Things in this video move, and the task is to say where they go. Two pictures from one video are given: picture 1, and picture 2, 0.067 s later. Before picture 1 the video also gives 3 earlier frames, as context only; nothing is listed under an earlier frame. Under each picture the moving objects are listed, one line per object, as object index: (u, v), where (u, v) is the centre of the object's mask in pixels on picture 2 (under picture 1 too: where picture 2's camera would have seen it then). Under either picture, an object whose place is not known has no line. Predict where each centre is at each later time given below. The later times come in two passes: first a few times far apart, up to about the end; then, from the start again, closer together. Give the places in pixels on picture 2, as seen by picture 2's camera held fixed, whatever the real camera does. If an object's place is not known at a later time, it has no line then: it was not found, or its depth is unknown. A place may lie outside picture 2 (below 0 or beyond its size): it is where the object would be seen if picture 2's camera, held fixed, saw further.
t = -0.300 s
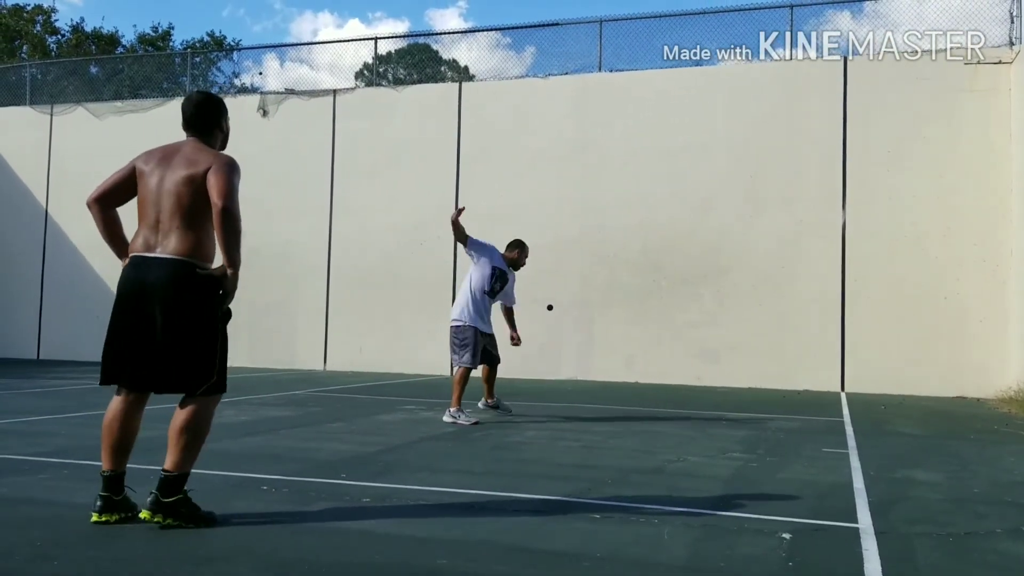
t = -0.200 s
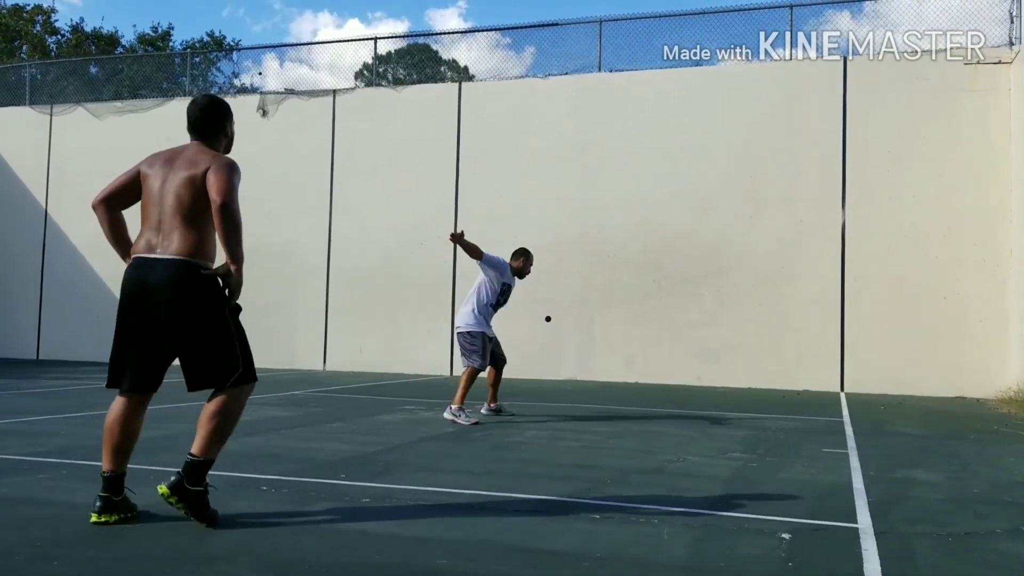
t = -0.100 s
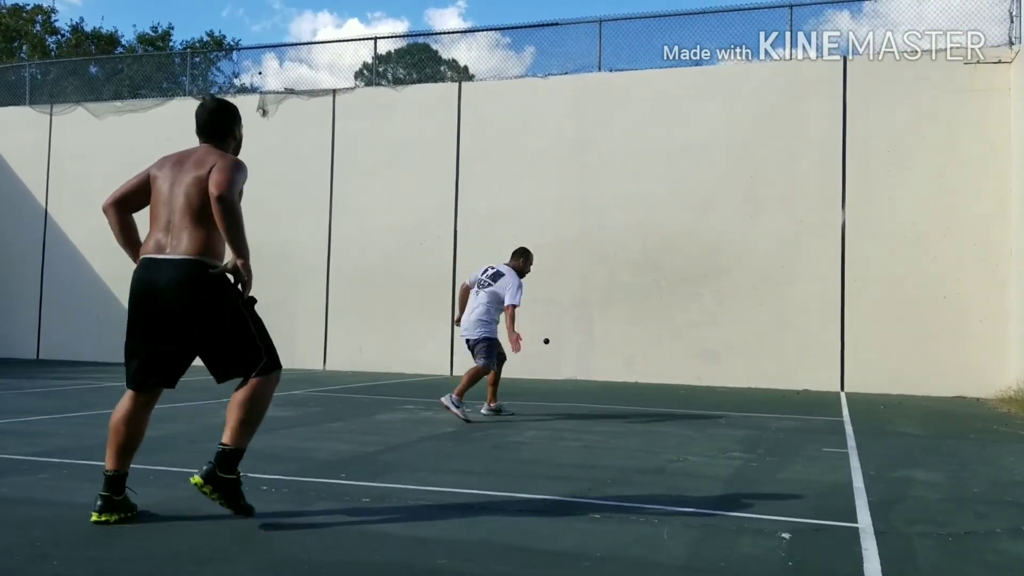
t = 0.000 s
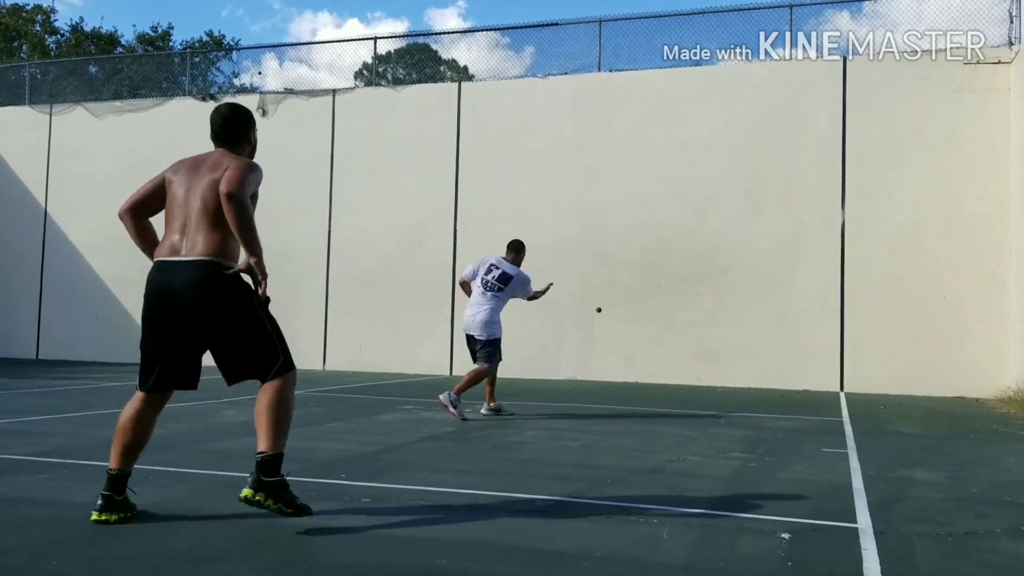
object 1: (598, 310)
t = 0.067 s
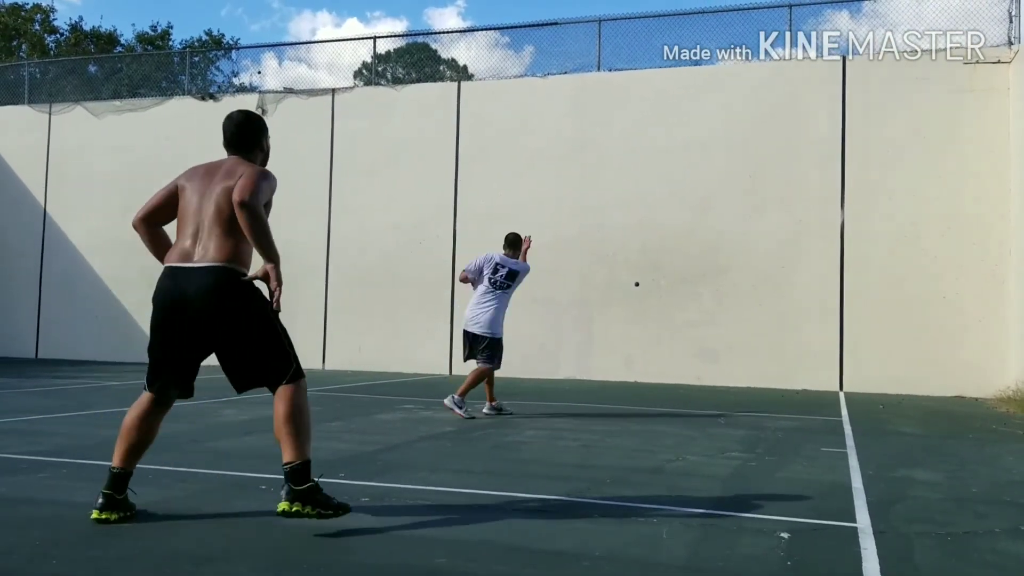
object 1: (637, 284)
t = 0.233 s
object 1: (703, 254)
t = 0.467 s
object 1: (710, 231)
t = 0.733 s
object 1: (707, 251)
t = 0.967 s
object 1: (705, 362)
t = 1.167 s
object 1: (706, 380)
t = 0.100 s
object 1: (653, 275)
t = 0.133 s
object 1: (667, 267)
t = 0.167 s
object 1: (680, 262)
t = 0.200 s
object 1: (692, 257)
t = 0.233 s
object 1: (703, 254)
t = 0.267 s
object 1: (713, 252)
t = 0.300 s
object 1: (712, 247)
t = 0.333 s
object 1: (712, 243)
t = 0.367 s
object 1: (711, 239)
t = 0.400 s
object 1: (711, 235)
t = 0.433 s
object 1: (710, 233)
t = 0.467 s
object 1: (710, 231)
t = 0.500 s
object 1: (710, 230)
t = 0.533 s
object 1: (709, 230)
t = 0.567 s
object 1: (709, 231)
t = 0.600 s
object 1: (708, 232)
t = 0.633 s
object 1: (708, 235)
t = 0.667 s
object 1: (707, 239)
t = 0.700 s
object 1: (707, 244)
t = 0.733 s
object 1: (707, 251)
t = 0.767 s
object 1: (707, 259)
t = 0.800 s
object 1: (706, 269)
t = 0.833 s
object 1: (706, 282)
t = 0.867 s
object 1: (706, 297)
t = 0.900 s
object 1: (705, 315)
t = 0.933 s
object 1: (705, 337)
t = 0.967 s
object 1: (705, 362)
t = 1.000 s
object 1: (705, 393)
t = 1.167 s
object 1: (706, 380)
